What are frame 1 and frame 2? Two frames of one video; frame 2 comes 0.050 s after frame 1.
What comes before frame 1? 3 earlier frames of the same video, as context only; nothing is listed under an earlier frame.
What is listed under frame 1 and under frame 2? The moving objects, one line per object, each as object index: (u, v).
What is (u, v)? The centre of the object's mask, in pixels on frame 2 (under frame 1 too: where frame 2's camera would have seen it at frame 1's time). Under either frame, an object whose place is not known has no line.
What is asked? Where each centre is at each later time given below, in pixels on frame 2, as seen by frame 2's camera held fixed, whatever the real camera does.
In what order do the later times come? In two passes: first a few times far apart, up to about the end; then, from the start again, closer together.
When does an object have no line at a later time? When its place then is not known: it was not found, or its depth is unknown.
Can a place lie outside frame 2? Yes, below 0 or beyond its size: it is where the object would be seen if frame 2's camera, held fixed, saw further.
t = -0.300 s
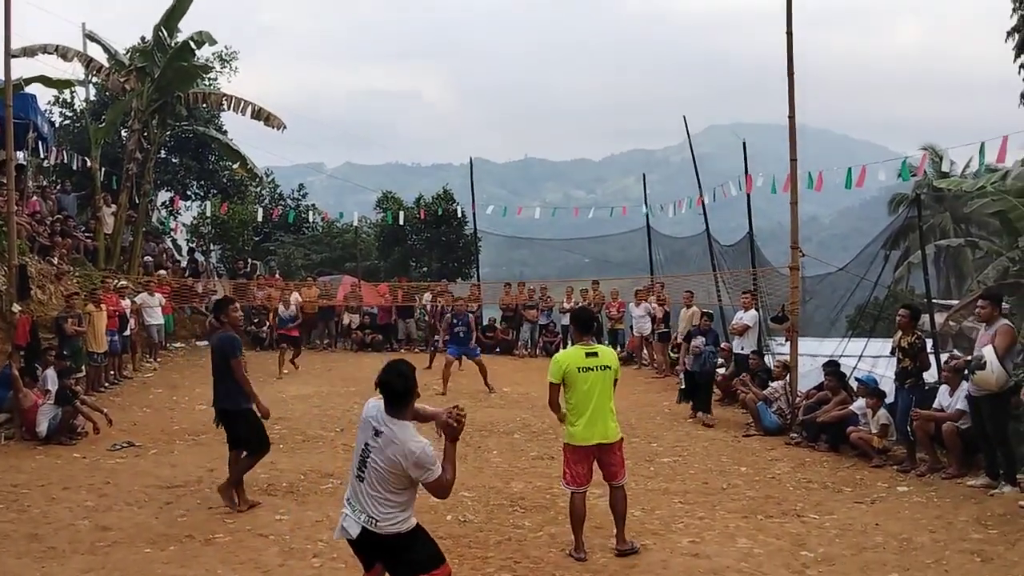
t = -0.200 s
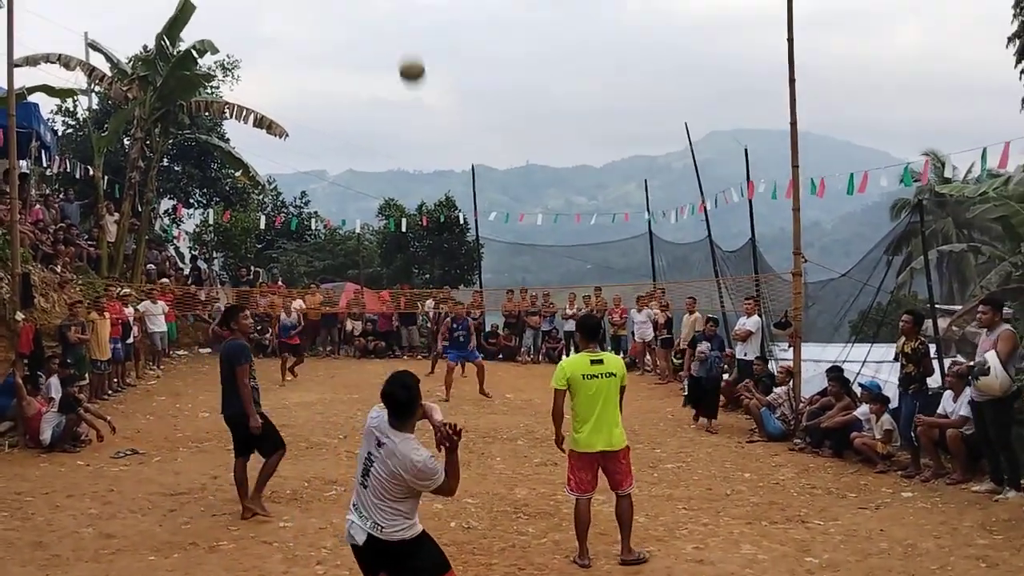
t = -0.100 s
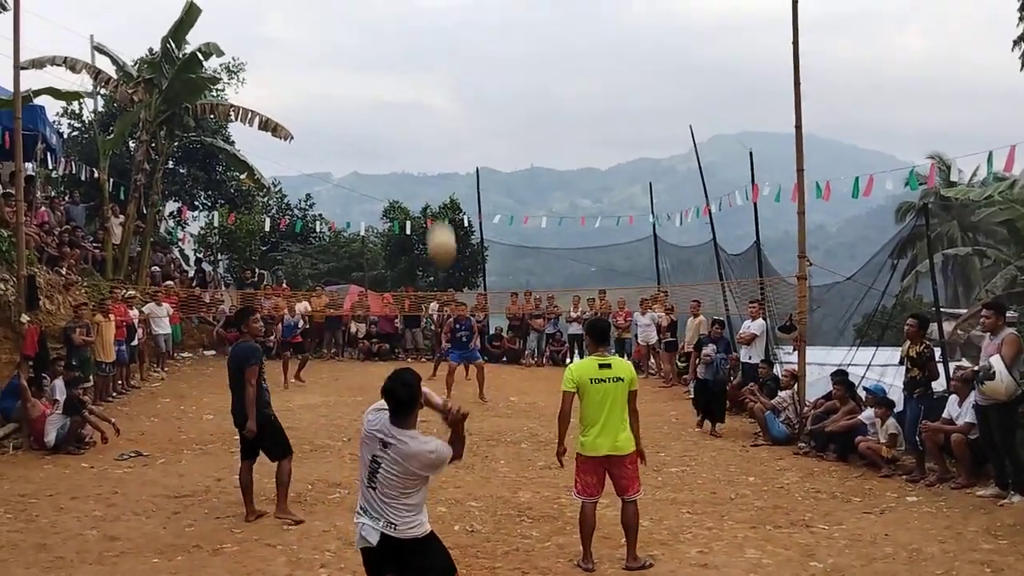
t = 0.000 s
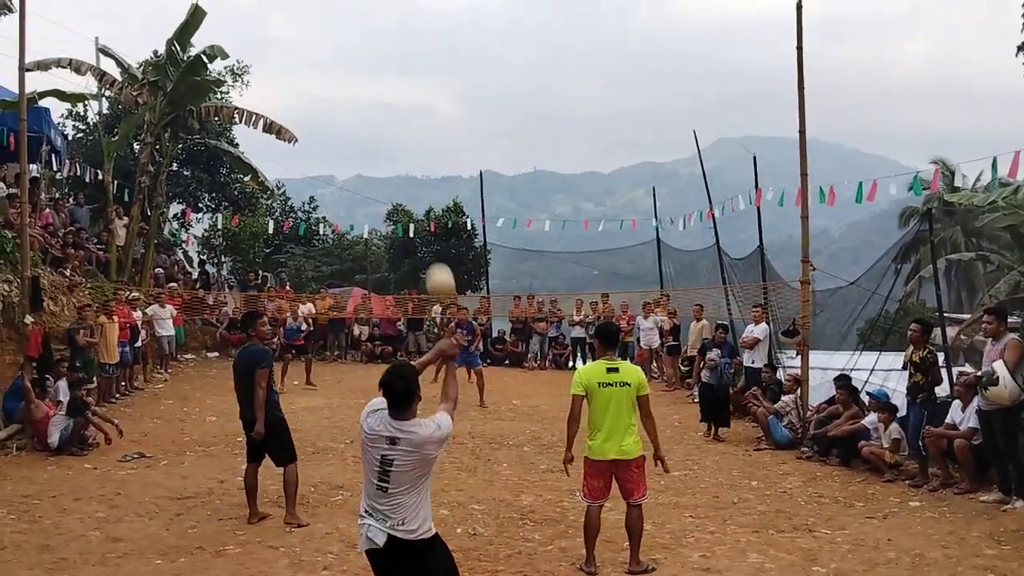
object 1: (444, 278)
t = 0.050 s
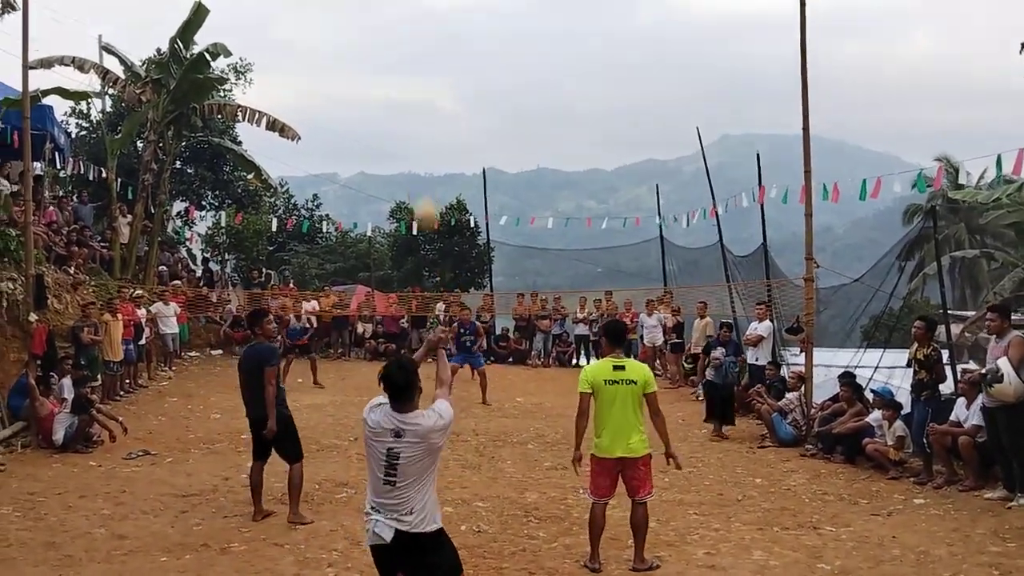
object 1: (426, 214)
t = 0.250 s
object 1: (378, 63)
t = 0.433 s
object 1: (352, 21)
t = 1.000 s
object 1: (317, 97)
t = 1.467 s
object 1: (309, 256)
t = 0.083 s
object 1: (416, 180)
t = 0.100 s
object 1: (411, 163)
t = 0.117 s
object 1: (407, 149)
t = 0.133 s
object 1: (403, 134)
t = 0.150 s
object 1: (400, 122)
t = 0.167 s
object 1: (396, 109)
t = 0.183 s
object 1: (392, 99)
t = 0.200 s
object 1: (389, 88)
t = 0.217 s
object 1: (385, 79)
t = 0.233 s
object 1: (382, 71)
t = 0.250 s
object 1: (378, 63)
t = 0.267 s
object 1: (375, 57)
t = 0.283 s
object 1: (372, 50)
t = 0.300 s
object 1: (369, 45)
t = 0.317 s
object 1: (366, 40)
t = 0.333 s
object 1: (364, 35)
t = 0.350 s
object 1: (362, 31)
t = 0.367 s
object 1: (360, 27)
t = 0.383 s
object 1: (358, 25)
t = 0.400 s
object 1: (355, 23)
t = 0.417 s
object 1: (354, 22)
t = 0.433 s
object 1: (352, 21)
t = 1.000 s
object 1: (317, 97)
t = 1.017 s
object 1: (316, 102)
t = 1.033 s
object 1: (316, 107)
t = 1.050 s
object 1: (315, 112)
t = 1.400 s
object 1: (310, 232)
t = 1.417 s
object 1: (310, 237)
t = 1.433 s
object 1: (310, 243)
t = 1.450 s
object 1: (309, 250)
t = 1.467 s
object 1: (309, 256)
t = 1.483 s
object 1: (309, 263)
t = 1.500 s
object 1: (309, 270)
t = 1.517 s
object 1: (309, 276)
